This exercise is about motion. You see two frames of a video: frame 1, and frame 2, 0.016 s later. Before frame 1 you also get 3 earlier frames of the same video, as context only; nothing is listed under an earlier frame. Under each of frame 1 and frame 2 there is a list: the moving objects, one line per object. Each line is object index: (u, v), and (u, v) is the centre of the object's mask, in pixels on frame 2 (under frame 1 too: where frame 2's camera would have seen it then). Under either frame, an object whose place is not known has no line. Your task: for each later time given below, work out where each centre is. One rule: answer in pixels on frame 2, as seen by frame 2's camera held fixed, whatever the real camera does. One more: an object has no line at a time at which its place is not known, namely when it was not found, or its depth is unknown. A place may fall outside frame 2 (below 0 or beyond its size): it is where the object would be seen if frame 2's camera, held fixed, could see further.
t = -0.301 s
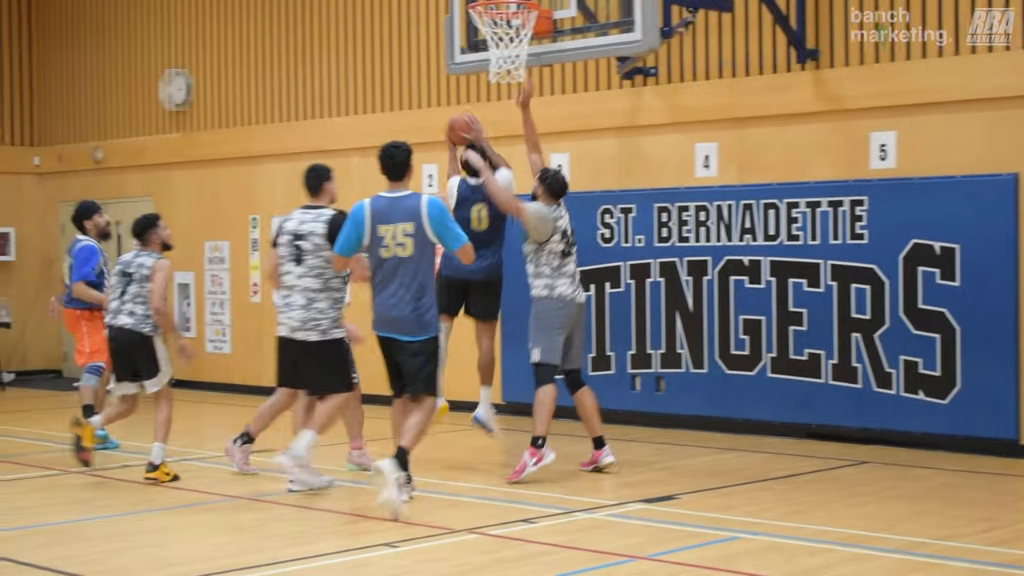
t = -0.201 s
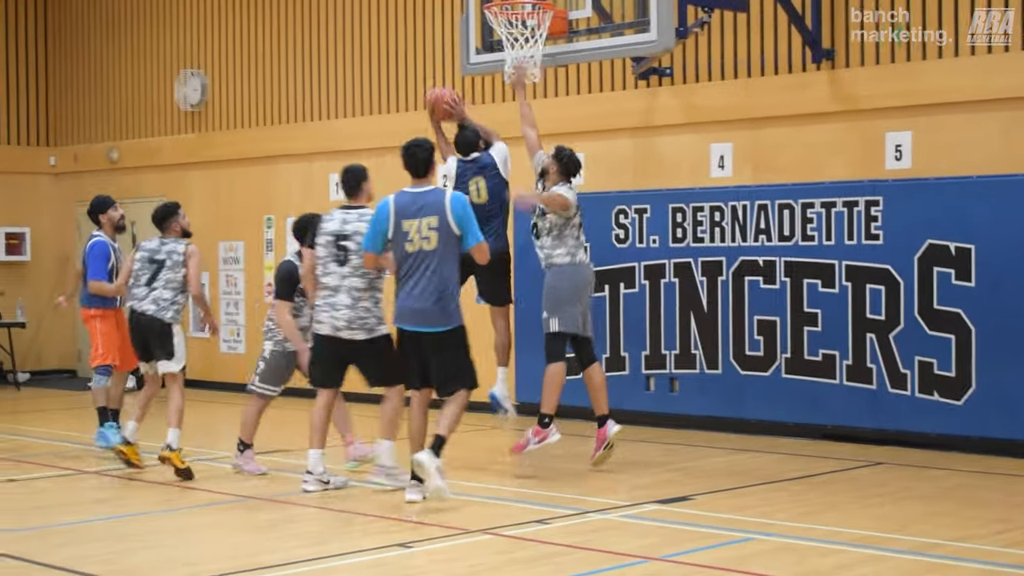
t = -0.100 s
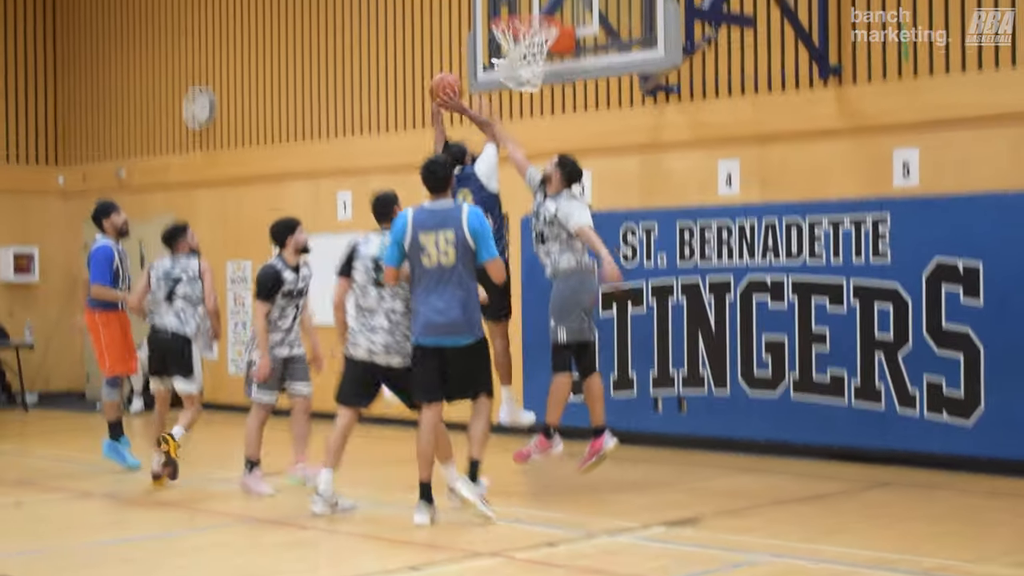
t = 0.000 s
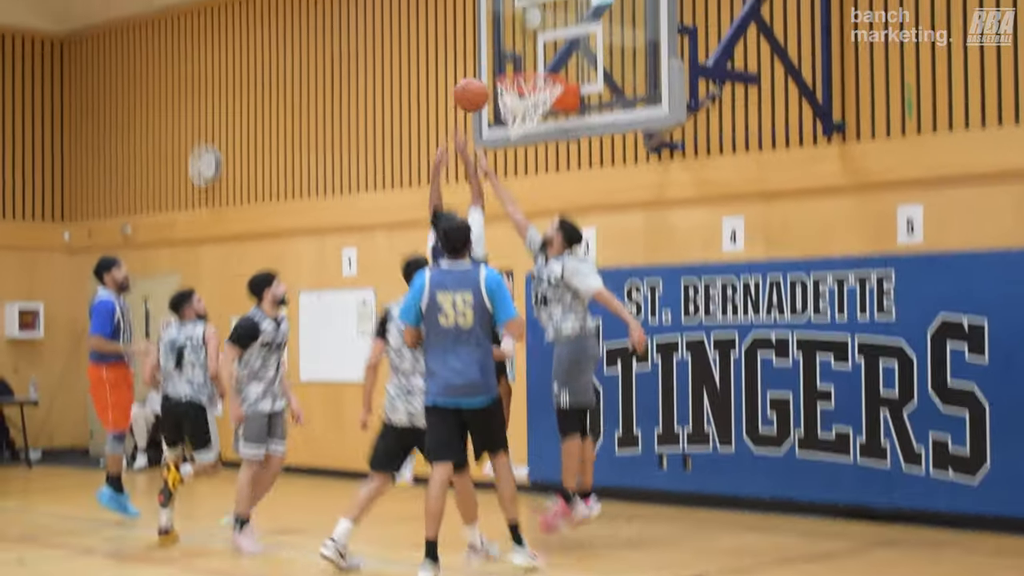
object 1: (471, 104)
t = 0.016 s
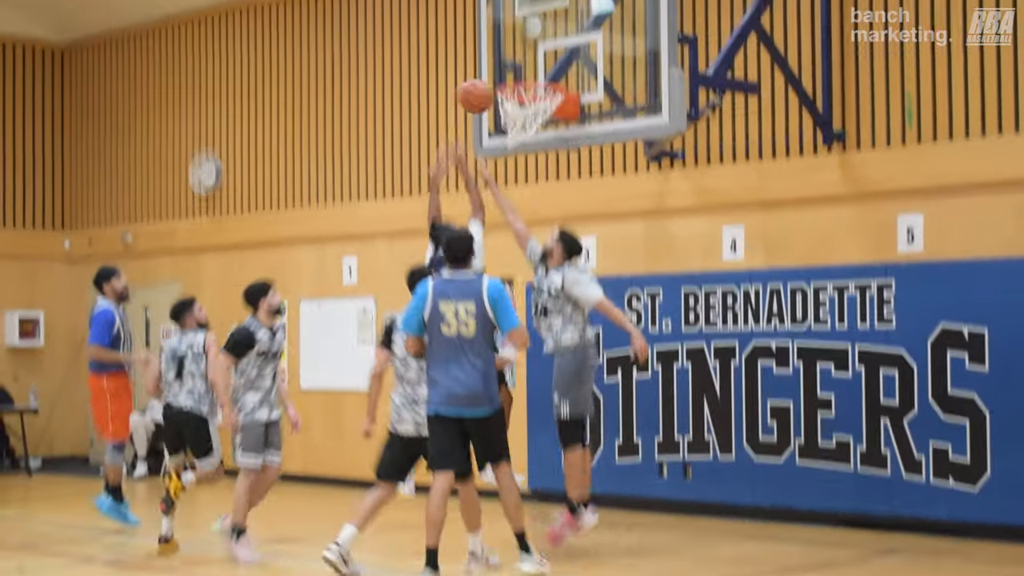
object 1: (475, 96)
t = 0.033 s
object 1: (479, 89)
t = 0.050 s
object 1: (484, 82)
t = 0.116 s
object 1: (500, 60)
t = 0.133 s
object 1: (505, 55)
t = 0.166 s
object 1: (514, 47)
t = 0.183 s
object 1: (517, 44)
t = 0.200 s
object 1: (522, 41)
